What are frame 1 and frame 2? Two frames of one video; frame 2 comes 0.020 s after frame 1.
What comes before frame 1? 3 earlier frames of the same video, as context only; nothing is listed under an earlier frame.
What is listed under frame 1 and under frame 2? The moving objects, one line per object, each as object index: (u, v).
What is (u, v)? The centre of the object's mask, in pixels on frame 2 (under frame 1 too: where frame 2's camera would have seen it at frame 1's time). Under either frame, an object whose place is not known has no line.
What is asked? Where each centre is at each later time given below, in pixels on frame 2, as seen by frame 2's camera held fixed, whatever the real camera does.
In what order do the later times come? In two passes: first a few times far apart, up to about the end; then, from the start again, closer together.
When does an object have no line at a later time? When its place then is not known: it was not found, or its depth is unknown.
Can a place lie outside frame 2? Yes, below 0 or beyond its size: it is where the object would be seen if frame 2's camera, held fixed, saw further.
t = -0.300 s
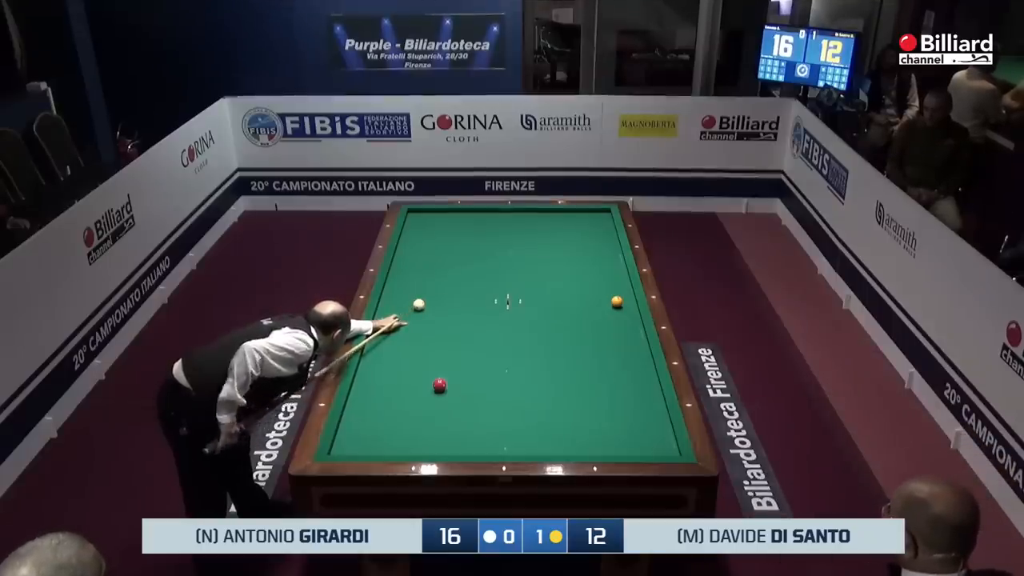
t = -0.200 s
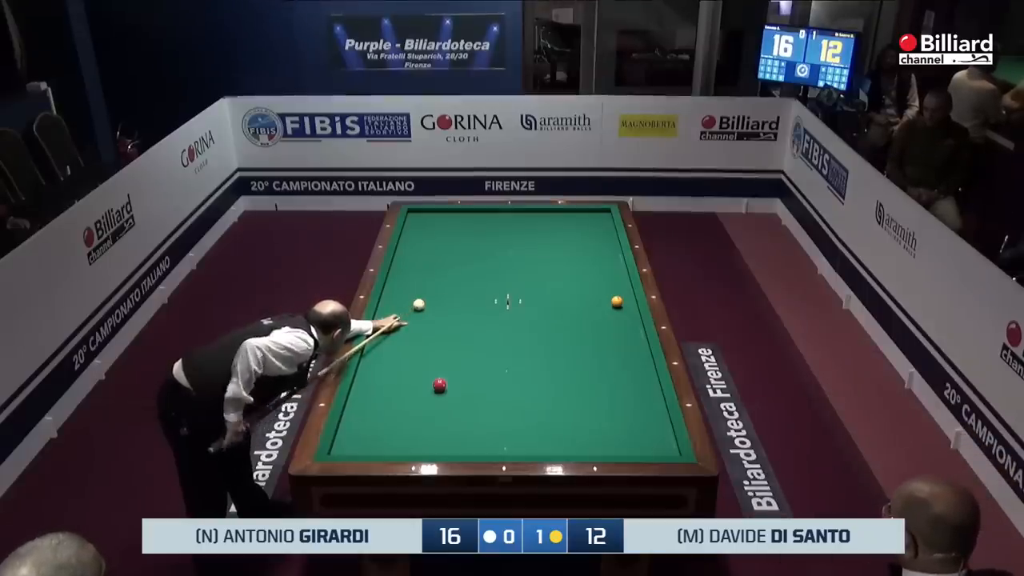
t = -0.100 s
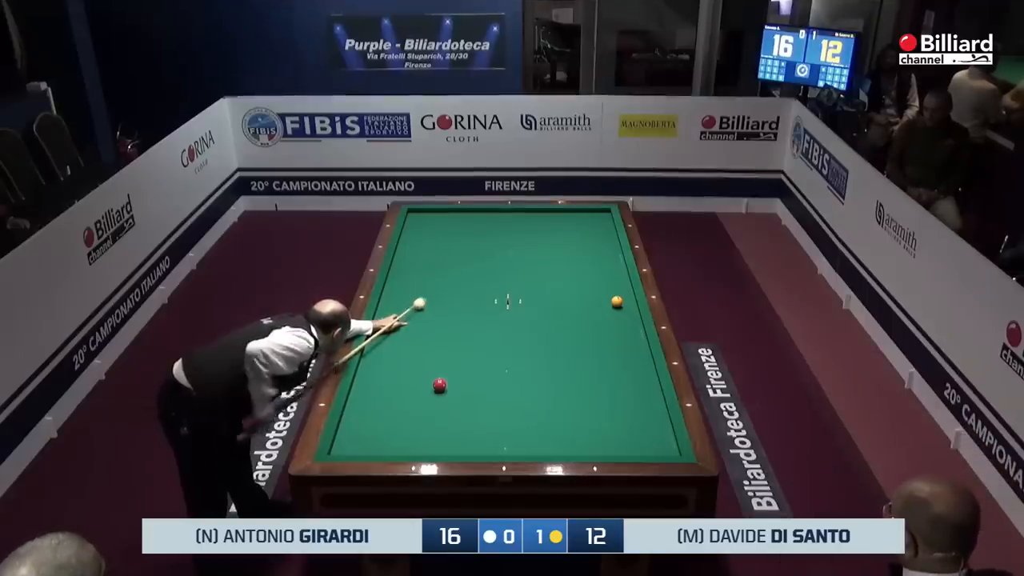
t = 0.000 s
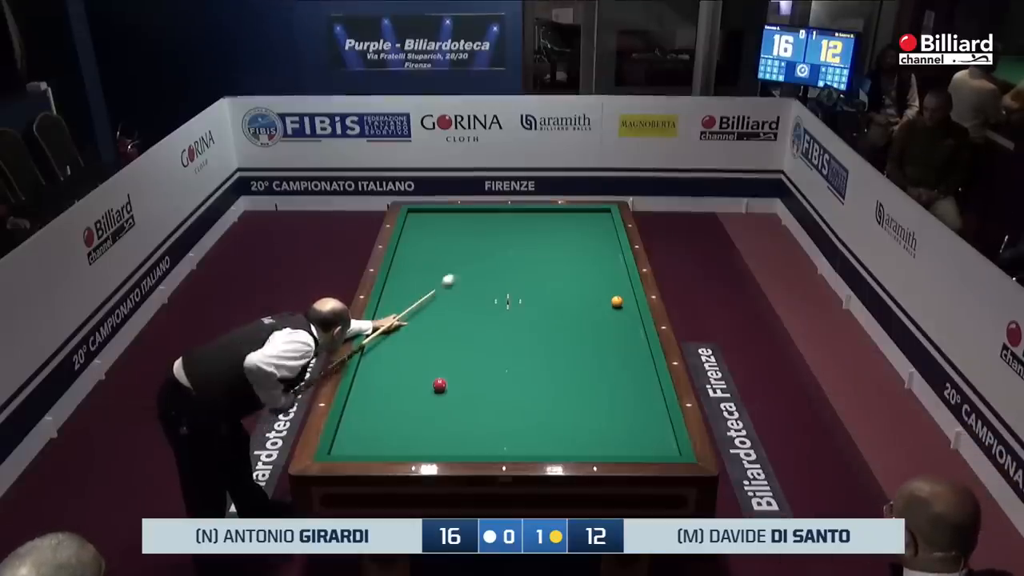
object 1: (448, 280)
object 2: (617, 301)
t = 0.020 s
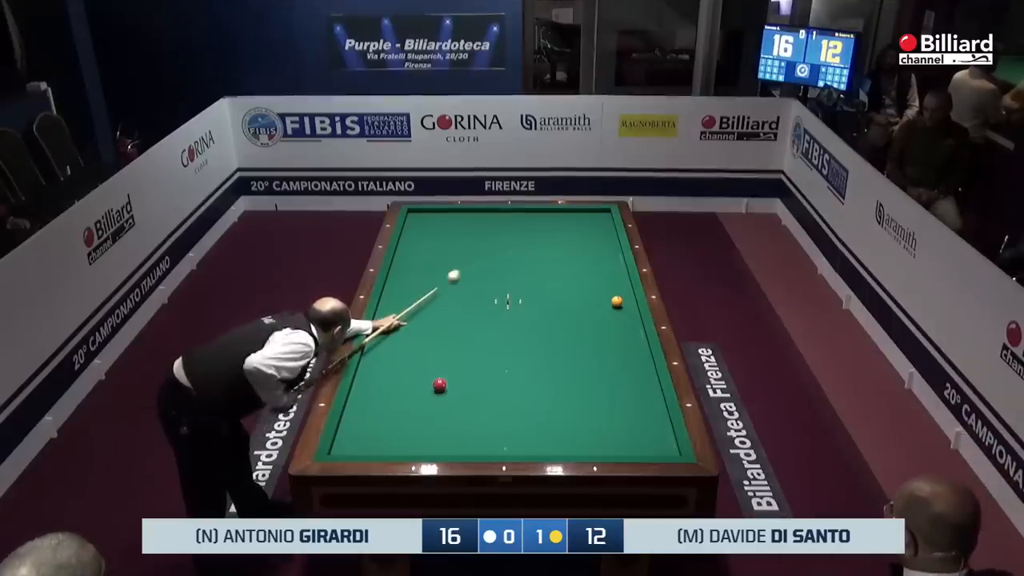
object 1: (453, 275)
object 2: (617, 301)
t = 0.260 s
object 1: (508, 230)
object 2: (617, 301)
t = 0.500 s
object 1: (548, 221)
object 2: (617, 301)
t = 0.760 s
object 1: (588, 254)
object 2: (617, 301)
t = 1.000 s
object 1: (624, 281)
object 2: (617, 301)
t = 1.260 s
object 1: (595, 300)
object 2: (626, 311)
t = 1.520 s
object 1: (561, 312)
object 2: (636, 328)
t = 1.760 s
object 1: (528, 322)
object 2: (634, 342)
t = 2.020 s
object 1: (491, 335)
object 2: (631, 357)
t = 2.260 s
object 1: (456, 347)
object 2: (629, 372)
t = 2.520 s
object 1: (417, 360)
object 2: (626, 389)
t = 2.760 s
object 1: (379, 373)
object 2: (624, 406)
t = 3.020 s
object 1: (369, 384)
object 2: (621, 425)
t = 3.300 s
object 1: (387, 392)
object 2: (618, 445)
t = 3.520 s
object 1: (401, 398)
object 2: (614, 446)
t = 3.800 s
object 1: (418, 405)
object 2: (607, 434)
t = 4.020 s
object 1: (432, 411)
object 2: (603, 426)
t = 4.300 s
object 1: (449, 418)
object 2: (597, 416)
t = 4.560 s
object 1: (465, 425)
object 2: (593, 407)
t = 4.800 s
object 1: (479, 431)
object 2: (589, 399)
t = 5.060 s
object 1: (495, 437)
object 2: (585, 391)
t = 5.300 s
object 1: (508, 443)
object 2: (582, 385)
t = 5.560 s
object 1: (523, 448)
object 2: (578, 378)
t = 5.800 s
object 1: (535, 450)
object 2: (574, 373)
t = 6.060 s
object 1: (545, 447)
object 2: (571, 367)
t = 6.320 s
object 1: (554, 446)
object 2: (568, 362)
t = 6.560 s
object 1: (562, 444)
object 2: (566, 357)
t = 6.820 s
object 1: (570, 442)
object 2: (563, 352)
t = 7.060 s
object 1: (576, 440)
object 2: (561, 349)
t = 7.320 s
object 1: (583, 438)
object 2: (559, 345)
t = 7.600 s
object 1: (589, 435)
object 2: (557, 341)
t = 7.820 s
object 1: (593, 433)
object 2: (556, 339)
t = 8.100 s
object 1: (598, 432)
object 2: (554, 335)
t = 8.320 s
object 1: (601, 430)
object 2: (553, 333)
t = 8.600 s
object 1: (605, 428)
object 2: (552, 331)
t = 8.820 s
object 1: (607, 428)
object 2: (551, 329)
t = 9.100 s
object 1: (604, 425)
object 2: (550, 327)
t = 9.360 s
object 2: (549, 326)
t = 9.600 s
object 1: (613, 425)
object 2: (549, 325)
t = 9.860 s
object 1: (613, 425)
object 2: (549, 324)
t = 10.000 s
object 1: (613, 425)
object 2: (549, 324)
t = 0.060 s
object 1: (463, 267)
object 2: (617, 301)
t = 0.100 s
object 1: (473, 259)
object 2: (617, 301)
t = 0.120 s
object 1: (478, 255)
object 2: (617, 301)
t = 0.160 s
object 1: (487, 248)
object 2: (617, 301)
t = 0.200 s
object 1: (496, 241)
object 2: (617, 301)
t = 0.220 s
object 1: (500, 237)
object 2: (617, 301)
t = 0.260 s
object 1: (508, 230)
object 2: (617, 301)
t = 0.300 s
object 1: (516, 224)
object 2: (617, 301)
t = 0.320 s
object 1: (520, 220)
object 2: (617, 301)
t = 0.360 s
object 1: (528, 214)
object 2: (617, 301)
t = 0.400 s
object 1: (534, 210)
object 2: (617, 301)
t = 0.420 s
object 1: (537, 211)
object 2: (617, 301)
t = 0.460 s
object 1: (542, 216)
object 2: (617, 301)
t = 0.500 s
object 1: (548, 221)
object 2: (617, 301)
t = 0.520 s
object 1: (551, 224)
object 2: (617, 301)
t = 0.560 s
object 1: (557, 229)
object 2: (617, 301)
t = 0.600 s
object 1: (563, 234)
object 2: (617, 301)
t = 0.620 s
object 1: (566, 236)
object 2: (617, 301)
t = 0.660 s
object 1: (572, 241)
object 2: (617, 301)
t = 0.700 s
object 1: (578, 246)
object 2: (617, 301)
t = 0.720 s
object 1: (581, 249)
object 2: (617, 301)
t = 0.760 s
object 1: (588, 254)
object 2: (617, 301)
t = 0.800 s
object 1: (594, 258)
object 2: (617, 301)
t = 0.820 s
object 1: (598, 261)
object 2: (617, 301)
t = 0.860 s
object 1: (604, 265)
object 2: (617, 301)
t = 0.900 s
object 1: (611, 270)
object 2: (617, 301)
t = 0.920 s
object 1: (615, 272)
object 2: (617, 301)
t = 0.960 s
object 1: (622, 277)
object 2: (617, 301)
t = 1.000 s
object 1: (624, 281)
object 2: (617, 301)
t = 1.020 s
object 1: (622, 283)
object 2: (617, 301)
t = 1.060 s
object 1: (618, 287)
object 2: (617, 301)
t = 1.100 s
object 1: (615, 290)
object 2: (617, 301)
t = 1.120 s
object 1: (613, 293)
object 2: (617, 301)
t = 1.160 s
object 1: (609, 297)
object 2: (618, 303)
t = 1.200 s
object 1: (604, 298)
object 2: (622, 306)
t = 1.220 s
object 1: (601, 299)
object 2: (623, 308)
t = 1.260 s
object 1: (595, 300)
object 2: (626, 311)
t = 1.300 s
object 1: (590, 302)
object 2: (630, 314)
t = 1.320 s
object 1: (587, 303)
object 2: (631, 316)
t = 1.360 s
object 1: (582, 304)
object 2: (634, 318)
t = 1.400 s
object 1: (577, 306)
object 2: (636, 321)
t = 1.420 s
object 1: (574, 307)
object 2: (636, 322)
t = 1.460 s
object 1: (569, 309)
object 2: (636, 324)
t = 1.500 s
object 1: (563, 311)
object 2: (636, 327)
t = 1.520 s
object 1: (561, 312)
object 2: (636, 328)
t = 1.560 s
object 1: (555, 313)
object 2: (635, 330)
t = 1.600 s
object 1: (550, 315)
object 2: (635, 332)
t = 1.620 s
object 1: (547, 316)
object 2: (634, 333)
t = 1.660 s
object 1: (542, 318)
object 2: (634, 336)
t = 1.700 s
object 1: (537, 320)
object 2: (634, 338)
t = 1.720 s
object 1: (534, 320)
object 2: (634, 339)
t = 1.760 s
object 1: (528, 322)
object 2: (634, 342)
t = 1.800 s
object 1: (523, 324)
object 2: (633, 344)
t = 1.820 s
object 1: (520, 325)
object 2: (633, 345)
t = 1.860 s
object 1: (514, 327)
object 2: (633, 348)
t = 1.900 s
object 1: (509, 329)
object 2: (632, 350)
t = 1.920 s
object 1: (506, 330)
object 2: (632, 351)
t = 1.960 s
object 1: (500, 332)
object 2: (631, 353)
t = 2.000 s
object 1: (494, 334)
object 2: (631, 356)
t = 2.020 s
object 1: (491, 335)
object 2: (631, 357)
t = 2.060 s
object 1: (486, 337)
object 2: (631, 359)
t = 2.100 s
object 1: (480, 339)
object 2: (630, 362)
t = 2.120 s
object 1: (477, 340)
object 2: (630, 363)
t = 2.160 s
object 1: (471, 342)
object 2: (630, 366)
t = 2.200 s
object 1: (465, 344)
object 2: (629, 368)
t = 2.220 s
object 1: (462, 345)
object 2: (630, 370)
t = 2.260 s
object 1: (456, 347)
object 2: (629, 372)
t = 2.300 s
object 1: (451, 349)
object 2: (628, 375)
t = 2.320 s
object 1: (448, 350)
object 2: (628, 376)
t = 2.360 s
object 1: (441, 352)
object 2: (628, 379)
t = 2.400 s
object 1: (435, 354)
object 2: (627, 381)
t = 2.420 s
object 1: (432, 355)
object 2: (627, 383)
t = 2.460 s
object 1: (426, 357)
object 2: (627, 385)
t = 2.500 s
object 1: (420, 359)
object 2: (626, 388)
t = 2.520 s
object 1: (417, 360)
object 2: (626, 389)
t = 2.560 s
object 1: (411, 362)
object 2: (626, 392)
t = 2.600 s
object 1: (404, 364)
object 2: (625, 395)
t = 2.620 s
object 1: (401, 365)
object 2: (625, 396)
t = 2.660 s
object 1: (395, 368)
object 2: (625, 399)
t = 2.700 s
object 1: (389, 370)
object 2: (624, 402)
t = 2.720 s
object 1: (385, 371)
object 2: (624, 403)
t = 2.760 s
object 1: (379, 373)
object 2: (624, 406)
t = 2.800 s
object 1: (373, 375)
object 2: (623, 409)
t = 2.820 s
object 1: (369, 376)
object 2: (623, 410)
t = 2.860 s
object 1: (363, 378)
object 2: (623, 413)
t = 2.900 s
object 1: (358, 380)
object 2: (623, 416)
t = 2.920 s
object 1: (360, 381)
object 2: (622, 418)
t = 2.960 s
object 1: (364, 382)
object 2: (622, 420)
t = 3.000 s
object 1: (368, 383)
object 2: (621, 423)
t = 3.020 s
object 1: (369, 384)
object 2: (621, 425)
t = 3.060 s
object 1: (372, 385)
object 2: (621, 427)
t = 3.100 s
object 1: (375, 386)
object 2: (620, 430)
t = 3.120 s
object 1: (376, 387)
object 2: (620, 432)
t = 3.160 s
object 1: (378, 388)
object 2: (620, 435)
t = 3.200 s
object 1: (381, 389)
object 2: (619, 438)
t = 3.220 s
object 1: (382, 389)
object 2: (619, 439)
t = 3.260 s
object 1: (385, 390)
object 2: (619, 442)
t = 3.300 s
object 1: (387, 392)
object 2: (618, 445)
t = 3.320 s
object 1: (389, 392)
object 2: (618, 446)
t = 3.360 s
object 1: (391, 393)
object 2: (617, 448)
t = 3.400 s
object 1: (393, 394)
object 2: (616, 450)
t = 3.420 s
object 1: (395, 395)
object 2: (616, 449)
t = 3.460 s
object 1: (397, 396)
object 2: (615, 448)
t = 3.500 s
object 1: (400, 397)
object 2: (614, 447)
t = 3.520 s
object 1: (401, 398)
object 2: (614, 446)
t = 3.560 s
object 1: (403, 399)
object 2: (613, 445)
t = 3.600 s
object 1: (406, 400)
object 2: (612, 443)
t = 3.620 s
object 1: (407, 400)
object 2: (611, 442)
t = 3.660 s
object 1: (409, 401)
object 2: (610, 440)
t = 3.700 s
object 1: (412, 402)
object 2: (610, 438)
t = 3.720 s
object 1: (413, 403)
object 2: (609, 438)
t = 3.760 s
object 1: (416, 404)
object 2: (608, 436)
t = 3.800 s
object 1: (418, 405)
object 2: (607, 434)
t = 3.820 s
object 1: (419, 406)
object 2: (607, 434)
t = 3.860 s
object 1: (422, 407)
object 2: (606, 432)
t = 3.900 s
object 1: (425, 408)
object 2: (605, 430)
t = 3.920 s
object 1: (426, 408)
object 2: (604, 430)
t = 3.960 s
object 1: (428, 409)
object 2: (604, 428)
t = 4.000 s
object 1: (430, 410)
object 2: (603, 427)
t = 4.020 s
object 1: (432, 411)
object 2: (603, 426)
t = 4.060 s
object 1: (434, 412)
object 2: (602, 424)
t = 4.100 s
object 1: (437, 413)
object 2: (601, 423)
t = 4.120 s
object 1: (438, 413)
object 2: (601, 422)
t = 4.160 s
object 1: (440, 414)
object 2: (600, 421)
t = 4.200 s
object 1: (443, 416)
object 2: (599, 419)
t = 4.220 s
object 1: (444, 416)
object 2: (599, 418)
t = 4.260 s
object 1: (447, 417)
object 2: (598, 417)
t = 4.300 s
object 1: (449, 418)
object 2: (597, 416)
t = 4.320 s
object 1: (450, 419)
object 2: (597, 415)
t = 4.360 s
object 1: (452, 420)
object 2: (596, 413)
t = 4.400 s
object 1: (455, 421)
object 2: (596, 412)
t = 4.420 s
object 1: (457, 421)
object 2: (595, 411)
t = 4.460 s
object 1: (458, 422)
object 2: (595, 410)
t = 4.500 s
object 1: (461, 423)
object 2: (594, 408)
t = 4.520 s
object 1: (462, 424)
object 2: (593, 408)
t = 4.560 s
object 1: (465, 425)
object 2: (593, 407)
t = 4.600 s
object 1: (467, 426)
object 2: (592, 405)
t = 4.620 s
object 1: (468, 427)
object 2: (592, 405)
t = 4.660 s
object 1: (471, 427)
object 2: (591, 404)
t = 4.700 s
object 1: (473, 428)
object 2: (590, 402)
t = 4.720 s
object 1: (474, 429)
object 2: (590, 401)
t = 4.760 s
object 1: (476, 430)
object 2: (590, 400)
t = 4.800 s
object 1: (479, 431)
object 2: (589, 399)
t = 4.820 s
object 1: (480, 432)
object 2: (588, 398)
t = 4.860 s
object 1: (482, 433)
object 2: (588, 397)
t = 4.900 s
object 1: (485, 434)
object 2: (587, 396)
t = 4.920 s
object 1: (486, 434)
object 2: (587, 396)
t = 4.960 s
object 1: (488, 435)
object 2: (586, 394)
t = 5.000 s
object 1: (491, 436)
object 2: (586, 393)
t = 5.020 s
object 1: (492, 436)
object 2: (585, 392)
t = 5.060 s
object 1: (495, 437)
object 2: (585, 391)
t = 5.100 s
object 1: (496, 438)
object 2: (584, 390)
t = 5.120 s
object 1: (497, 439)
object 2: (584, 390)
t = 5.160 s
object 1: (500, 440)
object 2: (583, 389)
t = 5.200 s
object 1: (502, 441)
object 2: (583, 387)
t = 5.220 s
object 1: (504, 441)
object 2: (583, 387)
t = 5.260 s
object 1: (506, 442)
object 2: (582, 386)
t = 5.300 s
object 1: (508, 443)
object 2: (582, 385)
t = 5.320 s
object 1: (509, 444)
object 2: (581, 384)
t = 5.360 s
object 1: (511, 445)
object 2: (581, 383)
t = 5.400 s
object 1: (514, 446)
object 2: (580, 382)
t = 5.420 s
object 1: (515, 446)
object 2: (580, 382)
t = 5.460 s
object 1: (517, 446)
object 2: (579, 381)
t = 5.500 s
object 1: (519, 447)
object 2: (579, 380)
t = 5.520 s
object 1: (521, 447)
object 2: (578, 379)
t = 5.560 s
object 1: (523, 448)
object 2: (578, 378)
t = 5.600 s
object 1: (525, 449)
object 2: (578, 378)
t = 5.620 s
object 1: (526, 449)
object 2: (577, 377)
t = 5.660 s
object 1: (529, 449)
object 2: (577, 376)
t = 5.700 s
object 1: (531, 450)
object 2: (576, 375)
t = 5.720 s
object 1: (532, 451)
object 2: (576, 374)
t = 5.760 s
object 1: (533, 451)
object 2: (575, 374)
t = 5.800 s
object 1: (535, 450)
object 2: (574, 373)
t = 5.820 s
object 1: (536, 449)
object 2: (574, 372)
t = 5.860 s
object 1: (537, 449)
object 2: (574, 371)
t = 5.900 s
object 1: (539, 448)
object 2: (573, 370)
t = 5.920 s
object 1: (540, 448)
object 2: (573, 370)
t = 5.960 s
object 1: (542, 448)
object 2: (572, 369)
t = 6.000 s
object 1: (543, 447)
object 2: (572, 368)
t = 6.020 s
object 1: (544, 448)
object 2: (572, 368)
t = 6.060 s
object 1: (545, 447)
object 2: (571, 367)
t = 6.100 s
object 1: (546, 447)
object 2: (571, 366)
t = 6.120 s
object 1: (547, 447)
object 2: (571, 366)
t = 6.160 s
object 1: (549, 447)
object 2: (570, 365)
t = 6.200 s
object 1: (550, 447)
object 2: (570, 364)
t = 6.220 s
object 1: (551, 447)
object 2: (570, 364)
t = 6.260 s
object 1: (552, 446)
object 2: (569, 363)
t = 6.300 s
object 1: (554, 446)
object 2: (569, 362)
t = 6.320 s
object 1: (554, 446)
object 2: (568, 362)
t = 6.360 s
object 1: (556, 446)
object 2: (568, 361)
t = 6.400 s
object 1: (557, 446)
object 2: (568, 360)
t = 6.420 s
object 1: (558, 446)
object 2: (567, 359)
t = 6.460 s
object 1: (559, 445)
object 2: (567, 359)
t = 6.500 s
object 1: (560, 445)
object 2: (566, 358)
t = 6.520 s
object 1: (561, 445)
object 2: (566, 358)
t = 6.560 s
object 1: (562, 444)
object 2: (566, 357)
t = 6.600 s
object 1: (564, 444)
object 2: (565, 356)
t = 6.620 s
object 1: (564, 444)
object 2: (565, 356)
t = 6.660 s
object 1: (565, 443)
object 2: (565, 355)
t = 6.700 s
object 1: (566, 443)
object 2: (564, 355)
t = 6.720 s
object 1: (567, 443)
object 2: (564, 354)
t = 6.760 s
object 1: (568, 442)
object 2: (564, 354)
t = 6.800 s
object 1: (569, 442)
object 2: (564, 353)
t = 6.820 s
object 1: (570, 442)
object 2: (563, 352)
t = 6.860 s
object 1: (571, 441)
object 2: (563, 352)
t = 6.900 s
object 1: (572, 441)
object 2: (563, 351)
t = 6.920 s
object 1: (573, 441)
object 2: (563, 351)
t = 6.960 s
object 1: (574, 441)
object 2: (562, 350)
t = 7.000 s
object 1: (575, 441)
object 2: (562, 350)
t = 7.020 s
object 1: (575, 440)
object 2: (562, 349)
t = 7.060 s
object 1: (576, 440)
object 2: (561, 349)
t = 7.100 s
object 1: (577, 439)
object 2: (561, 348)
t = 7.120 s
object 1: (578, 439)
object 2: (561, 348)
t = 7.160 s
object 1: (579, 439)
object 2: (561, 347)
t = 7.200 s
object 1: (580, 438)
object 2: (560, 347)
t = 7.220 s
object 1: (580, 438)
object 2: (560, 347)
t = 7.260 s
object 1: (581, 438)
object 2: (560, 346)
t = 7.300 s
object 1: (582, 438)
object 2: (560, 345)
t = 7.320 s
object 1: (583, 438)
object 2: (559, 345)
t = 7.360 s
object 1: (584, 437)
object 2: (559, 344)
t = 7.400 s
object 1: (584, 436)
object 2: (559, 344)
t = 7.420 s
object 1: (585, 437)
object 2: (559, 343)
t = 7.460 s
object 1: (586, 436)
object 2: (558, 343)
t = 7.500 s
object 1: (586, 436)
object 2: (558, 342)
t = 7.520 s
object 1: (587, 436)
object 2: (558, 342)
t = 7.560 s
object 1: (588, 435)
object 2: (558, 342)
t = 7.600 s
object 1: (589, 435)
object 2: (557, 341)
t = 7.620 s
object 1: (589, 435)
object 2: (557, 341)
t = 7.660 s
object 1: (590, 435)
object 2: (557, 340)
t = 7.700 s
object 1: (591, 435)
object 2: (557, 340)
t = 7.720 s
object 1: (591, 434)
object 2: (556, 339)
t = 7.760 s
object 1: (592, 434)
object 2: (556, 339)
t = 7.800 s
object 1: (593, 434)
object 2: (556, 339)
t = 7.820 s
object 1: (593, 433)
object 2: (556, 339)
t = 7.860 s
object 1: (594, 433)
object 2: (556, 338)
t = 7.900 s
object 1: (595, 433)
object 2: (556, 337)
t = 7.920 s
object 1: (595, 433)
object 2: (555, 337)
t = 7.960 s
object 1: (595, 433)
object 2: (555, 337)
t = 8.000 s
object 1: (596, 432)
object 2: (555, 336)
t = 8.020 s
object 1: (597, 432)
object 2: (555, 336)
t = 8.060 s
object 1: (597, 432)
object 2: (554, 336)
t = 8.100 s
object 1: (598, 432)
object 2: (554, 335)
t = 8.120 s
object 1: (598, 431)
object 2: (554, 335)
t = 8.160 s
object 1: (599, 431)
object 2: (554, 334)
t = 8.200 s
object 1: (600, 431)
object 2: (554, 334)
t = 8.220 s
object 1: (600, 431)
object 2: (554, 334)
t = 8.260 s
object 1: (600, 431)
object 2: (553, 333)
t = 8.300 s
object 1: (601, 430)
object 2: (553, 333)
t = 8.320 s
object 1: (601, 430)
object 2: (553, 333)
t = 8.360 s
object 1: (601, 430)
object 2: (553, 332)
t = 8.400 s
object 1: (602, 430)
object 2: (553, 332)
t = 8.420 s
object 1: (603, 430)
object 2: (552, 332)
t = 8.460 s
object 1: (603, 430)
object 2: (552, 332)
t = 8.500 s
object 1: (603, 429)
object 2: (552, 331)
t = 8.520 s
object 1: (604, 429)
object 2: (552, 331)
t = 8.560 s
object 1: (604, 429)
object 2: (552, 331)
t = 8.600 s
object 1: (605, 428)
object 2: (552, 331)
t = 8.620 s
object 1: (605, 428)
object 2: (551, 330)
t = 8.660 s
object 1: (605, 429)
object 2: (551, 330)
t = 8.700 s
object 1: (606, 428)
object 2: (551, 330)
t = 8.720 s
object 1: (606, 427)
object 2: (551, 329)
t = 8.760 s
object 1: (606, 427)
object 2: (551, 329)
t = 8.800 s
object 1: (606, 428)
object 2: (551, 329)
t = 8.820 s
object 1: (607, 428)
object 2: (551, 329)
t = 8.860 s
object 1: (607, 428)
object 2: (551, 329)
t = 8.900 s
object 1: (608, 427)
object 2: (550, 328)
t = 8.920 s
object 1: (608, 427)
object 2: (550, 328)
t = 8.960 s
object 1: (608, 427)
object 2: (550, 328)
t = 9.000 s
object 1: (609, 427)
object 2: (550, 328)
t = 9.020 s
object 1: (609, 427)
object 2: (550, 328)
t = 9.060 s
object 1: (608, 426)
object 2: (550, 328)
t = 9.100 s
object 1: (604, 425)
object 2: (550, 327)
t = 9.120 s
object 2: (550, 327)
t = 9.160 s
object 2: (550, 327)
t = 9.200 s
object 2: (550, 327)
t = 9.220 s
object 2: (550, 327)
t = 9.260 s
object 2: (550, 327)
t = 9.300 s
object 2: (550, 326)
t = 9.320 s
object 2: (549, 326)
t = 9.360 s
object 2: (549, 326)
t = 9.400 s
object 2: (549, 326)
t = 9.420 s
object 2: (549, 326)
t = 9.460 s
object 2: (549, 326)
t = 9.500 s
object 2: (549, 326)
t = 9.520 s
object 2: (549, 326)
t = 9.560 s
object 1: (615, 423)
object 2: (549, 325)
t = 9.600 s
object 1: (613, 425)
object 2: (549, 325)
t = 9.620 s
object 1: (612, 425)
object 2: (549, 325)
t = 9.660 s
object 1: (612, 425)
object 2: (549, 325)
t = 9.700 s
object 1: (612, 425)
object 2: (549, 325)
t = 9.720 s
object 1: (612, 425)
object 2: (549, 325)
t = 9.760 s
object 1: (613, 425)
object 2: (549, 325)
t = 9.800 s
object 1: (612, 425)
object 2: (549, 325)
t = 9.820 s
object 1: (612, 425)
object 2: (549, 324)
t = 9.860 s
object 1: (613, 425)
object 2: (549, 324)
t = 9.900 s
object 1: (613, 425)
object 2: (549, 324)
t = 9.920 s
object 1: (613, 425)
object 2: (549, 324)
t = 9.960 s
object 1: (613, 425)
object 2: (549, 324)
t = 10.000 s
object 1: (613, 425)
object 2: (549, 324)
